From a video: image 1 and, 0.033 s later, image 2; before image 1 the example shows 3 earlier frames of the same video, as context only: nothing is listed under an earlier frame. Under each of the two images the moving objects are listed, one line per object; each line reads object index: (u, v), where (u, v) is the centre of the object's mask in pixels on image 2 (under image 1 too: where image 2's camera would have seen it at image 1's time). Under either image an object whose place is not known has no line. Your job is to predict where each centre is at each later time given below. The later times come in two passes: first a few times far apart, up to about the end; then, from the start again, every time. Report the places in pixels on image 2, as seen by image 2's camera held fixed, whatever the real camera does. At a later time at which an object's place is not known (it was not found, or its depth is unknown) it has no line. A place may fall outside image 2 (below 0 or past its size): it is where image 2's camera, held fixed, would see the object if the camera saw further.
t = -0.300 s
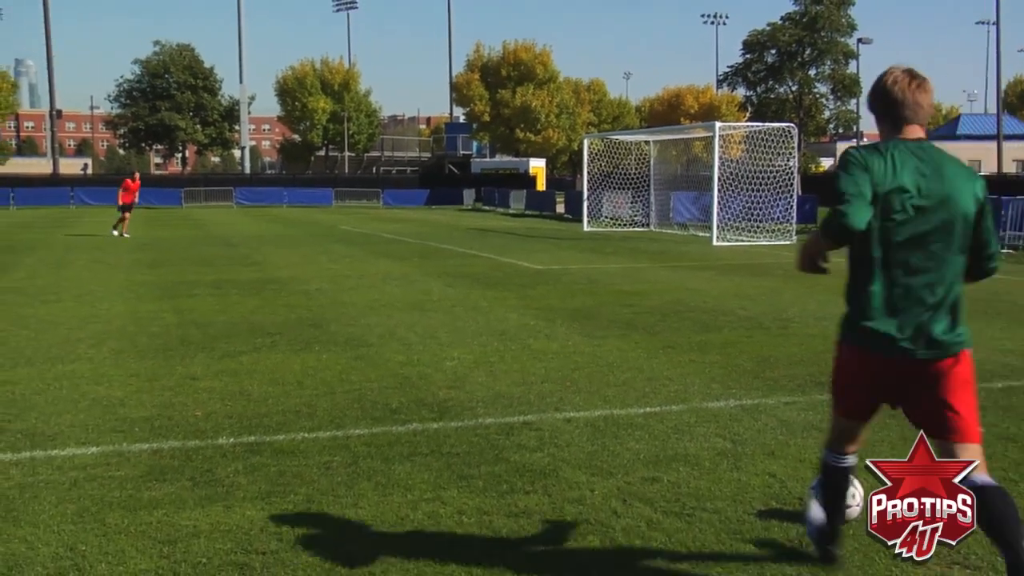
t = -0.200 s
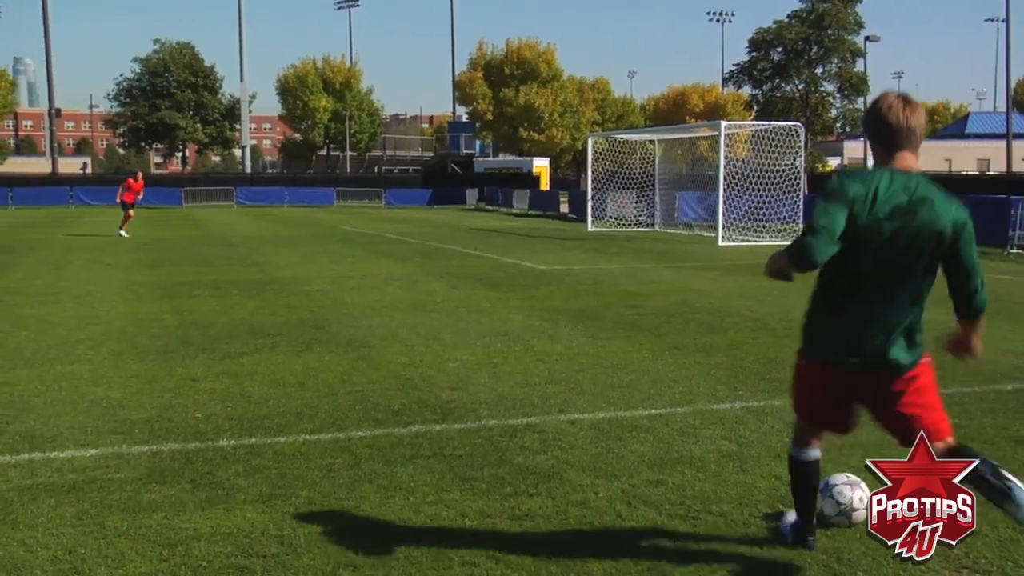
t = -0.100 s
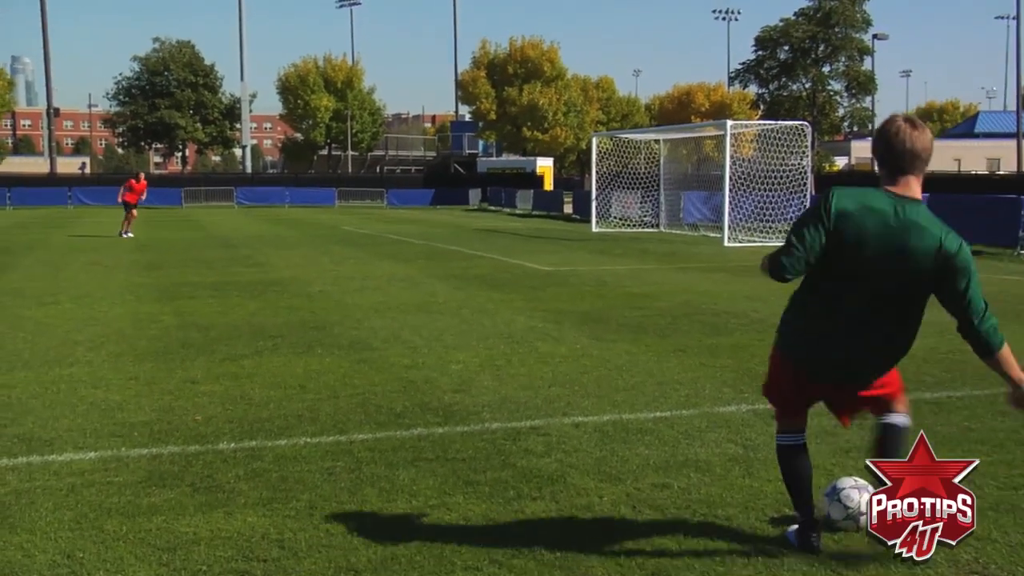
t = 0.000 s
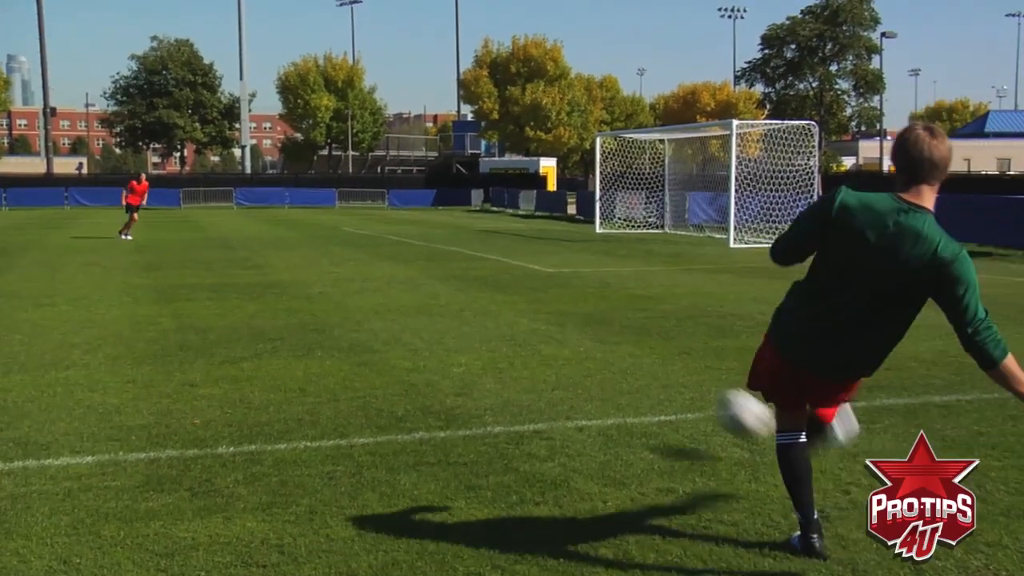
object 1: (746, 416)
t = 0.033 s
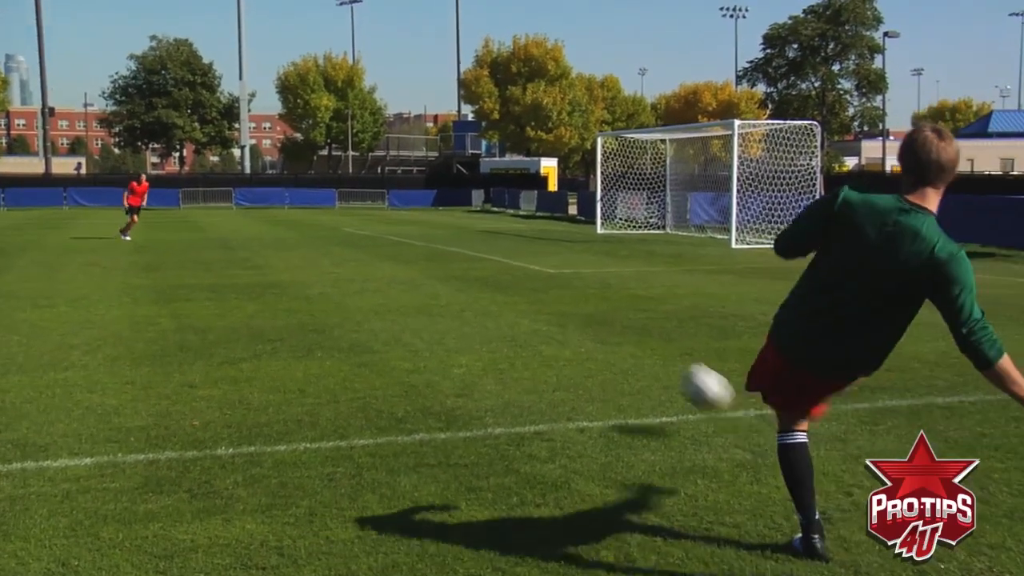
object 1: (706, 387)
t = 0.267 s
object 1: (534, 315)
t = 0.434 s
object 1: (477, 297)
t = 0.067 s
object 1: (672, 366)
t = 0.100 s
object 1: (642, 349)
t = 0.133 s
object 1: (615, 337)
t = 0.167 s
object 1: (591, 328)
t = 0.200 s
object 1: (570, 322)
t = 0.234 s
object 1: (551, 318)
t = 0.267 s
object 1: (534, 315)
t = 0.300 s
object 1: (518, 315)
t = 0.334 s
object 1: (503, 316)
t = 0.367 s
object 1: (490, 313)
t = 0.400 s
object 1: (482, 304)
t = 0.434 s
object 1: (477, 297)
